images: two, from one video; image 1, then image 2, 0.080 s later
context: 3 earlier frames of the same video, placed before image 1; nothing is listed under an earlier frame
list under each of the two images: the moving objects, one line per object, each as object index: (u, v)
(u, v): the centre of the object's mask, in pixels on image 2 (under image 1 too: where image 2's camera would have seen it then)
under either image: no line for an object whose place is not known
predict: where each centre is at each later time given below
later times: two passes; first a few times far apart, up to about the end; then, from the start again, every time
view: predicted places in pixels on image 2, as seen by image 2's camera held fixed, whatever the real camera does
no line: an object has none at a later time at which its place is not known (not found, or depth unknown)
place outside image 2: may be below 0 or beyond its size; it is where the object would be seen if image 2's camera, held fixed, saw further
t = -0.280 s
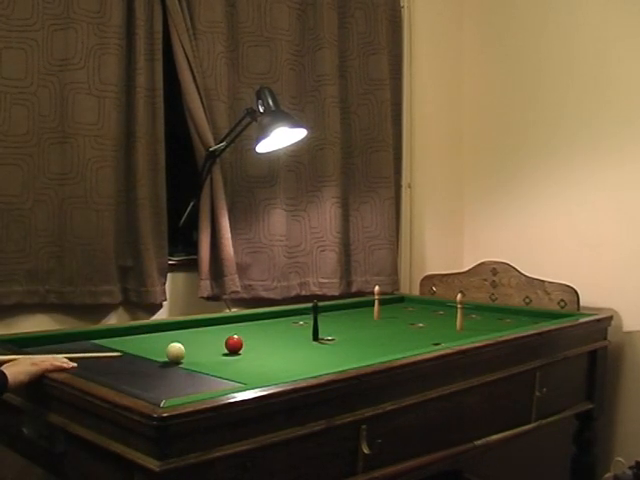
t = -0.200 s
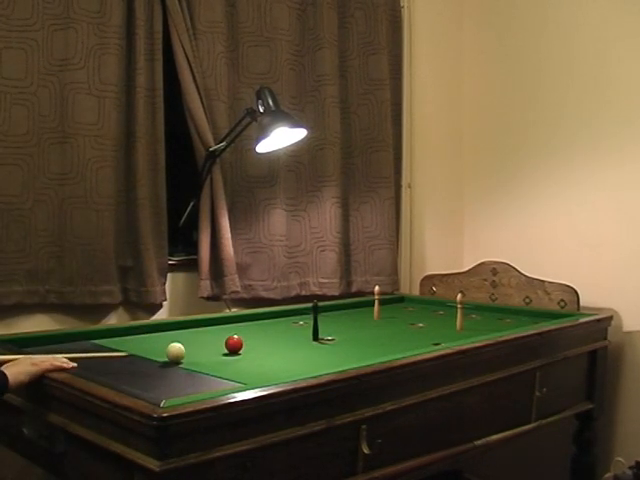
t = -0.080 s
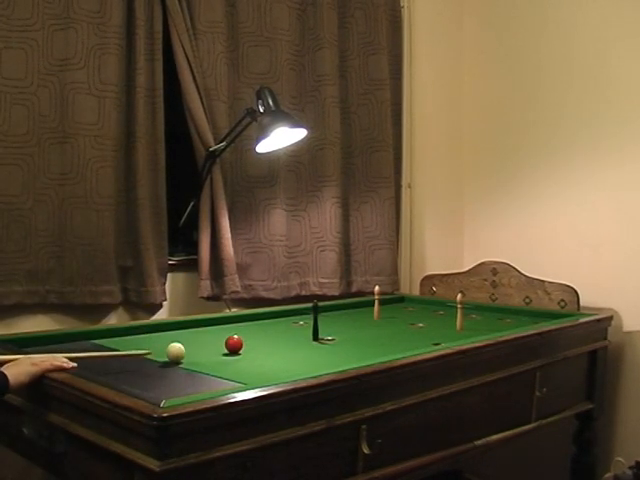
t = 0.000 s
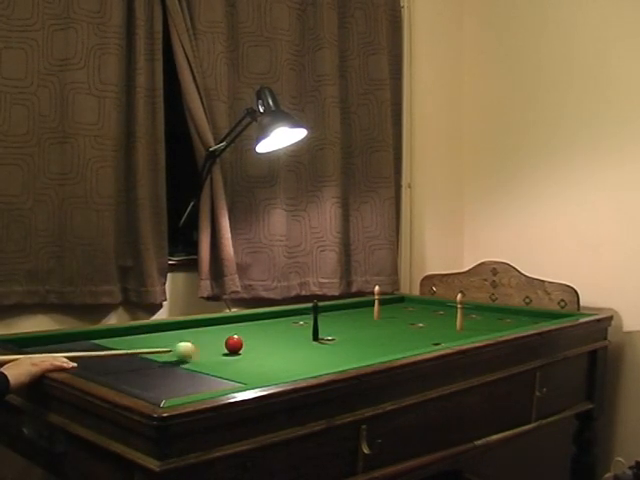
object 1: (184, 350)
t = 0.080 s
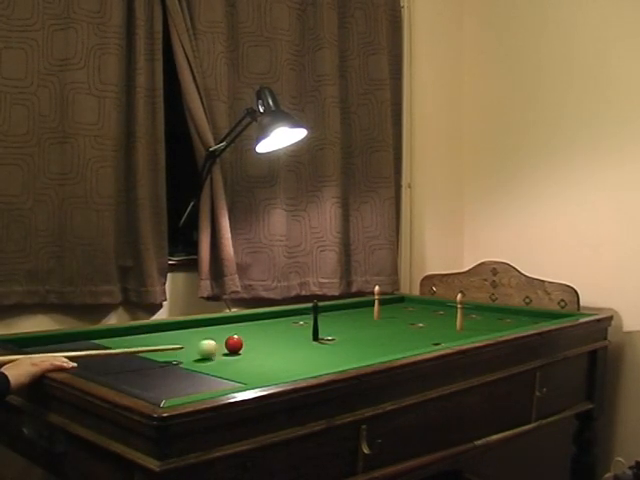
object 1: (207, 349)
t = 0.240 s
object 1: (245, 347)
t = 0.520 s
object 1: (298, 347)
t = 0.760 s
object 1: (342, 347)
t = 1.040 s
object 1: (387, 346)
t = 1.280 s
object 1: (423, 343)
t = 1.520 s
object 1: (437, 340)
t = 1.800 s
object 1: (437, 338)
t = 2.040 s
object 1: (437, 337)
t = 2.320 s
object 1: (441, 341)
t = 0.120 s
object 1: (219, 347)
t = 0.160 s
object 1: (229, 347)
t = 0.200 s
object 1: (236, 347)
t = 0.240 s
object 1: (245, 347)
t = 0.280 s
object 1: (253, 347)
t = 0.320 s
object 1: (261, 347)
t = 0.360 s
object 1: (268, 347)
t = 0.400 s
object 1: (276, 347)
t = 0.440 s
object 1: (284, 347)
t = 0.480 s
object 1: (291, 347)
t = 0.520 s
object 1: (298, 347)
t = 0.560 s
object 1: (306, 347)
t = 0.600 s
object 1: (313, 347)
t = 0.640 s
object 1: (321, 347)
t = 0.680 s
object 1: (328, 347)
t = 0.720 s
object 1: (335, 346)
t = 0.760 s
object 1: (342, 347)
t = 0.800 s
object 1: (349, 347)
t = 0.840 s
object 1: (355, 346)
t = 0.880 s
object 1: (362, 346)
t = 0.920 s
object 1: (368, 346)
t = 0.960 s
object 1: (375, 346)
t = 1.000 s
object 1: (381, 346)
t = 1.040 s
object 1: (387, 346)
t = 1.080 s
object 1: (394, 345)
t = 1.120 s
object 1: (400, 344)
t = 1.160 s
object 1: (406, 344)
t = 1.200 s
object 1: (412, 343)
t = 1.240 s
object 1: (417, 343)
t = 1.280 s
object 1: (423, 343)
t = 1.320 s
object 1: (429, 343)
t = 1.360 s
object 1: (434, 342)
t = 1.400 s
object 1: (437, 341)
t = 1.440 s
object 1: (437, 341)
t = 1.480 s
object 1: (437, 341)
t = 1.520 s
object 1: (437, 340)
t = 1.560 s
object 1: (437, 340)
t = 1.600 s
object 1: (437, 339)
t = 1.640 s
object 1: (437, 339)
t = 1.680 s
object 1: (437, 339)
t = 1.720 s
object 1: (437, 338)
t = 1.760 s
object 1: (437, 338)
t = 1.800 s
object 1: (437, 338)
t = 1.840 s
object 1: (437, 338)
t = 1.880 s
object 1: (437, 337)
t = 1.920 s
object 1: (437, 337)
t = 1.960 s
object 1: (437, 337)
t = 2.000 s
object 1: (437, 337)
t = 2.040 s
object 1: (437, 337)
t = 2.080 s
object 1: (438, 337)
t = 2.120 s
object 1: (439, 339)
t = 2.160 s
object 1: (442, 341)
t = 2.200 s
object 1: (440, 340)
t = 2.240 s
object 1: (442, 341)
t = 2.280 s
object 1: (442, 340)
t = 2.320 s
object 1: (441, 341)
